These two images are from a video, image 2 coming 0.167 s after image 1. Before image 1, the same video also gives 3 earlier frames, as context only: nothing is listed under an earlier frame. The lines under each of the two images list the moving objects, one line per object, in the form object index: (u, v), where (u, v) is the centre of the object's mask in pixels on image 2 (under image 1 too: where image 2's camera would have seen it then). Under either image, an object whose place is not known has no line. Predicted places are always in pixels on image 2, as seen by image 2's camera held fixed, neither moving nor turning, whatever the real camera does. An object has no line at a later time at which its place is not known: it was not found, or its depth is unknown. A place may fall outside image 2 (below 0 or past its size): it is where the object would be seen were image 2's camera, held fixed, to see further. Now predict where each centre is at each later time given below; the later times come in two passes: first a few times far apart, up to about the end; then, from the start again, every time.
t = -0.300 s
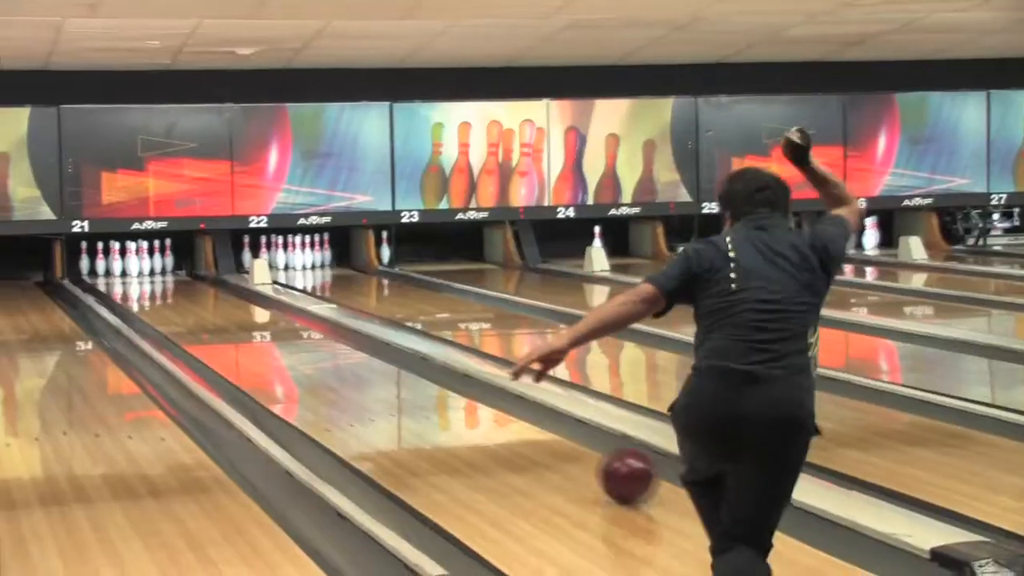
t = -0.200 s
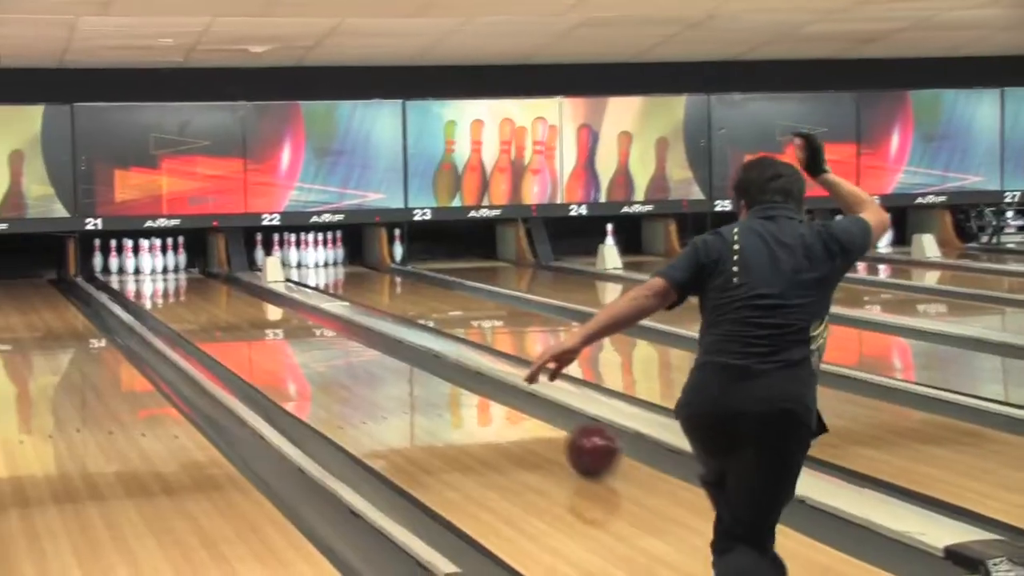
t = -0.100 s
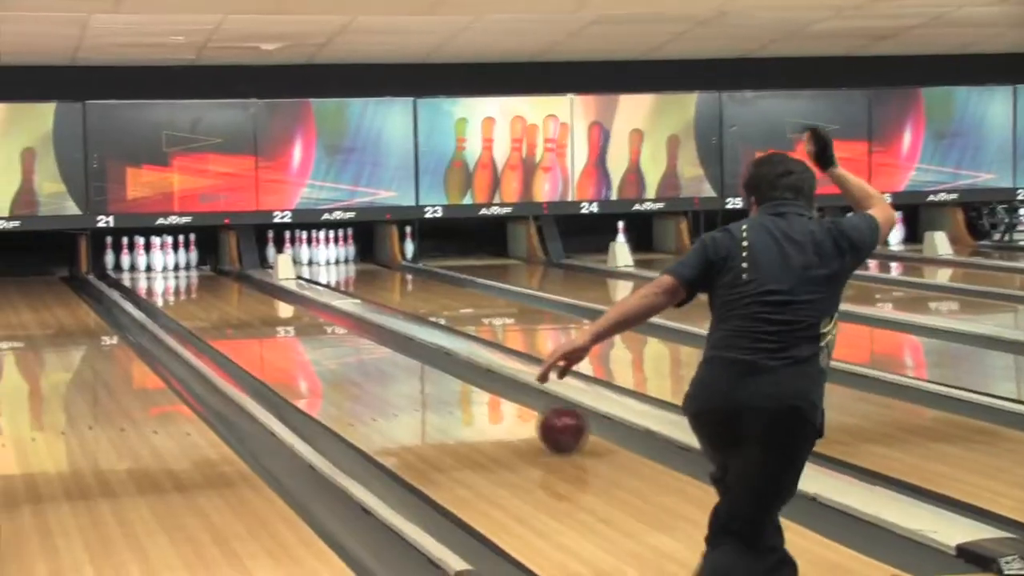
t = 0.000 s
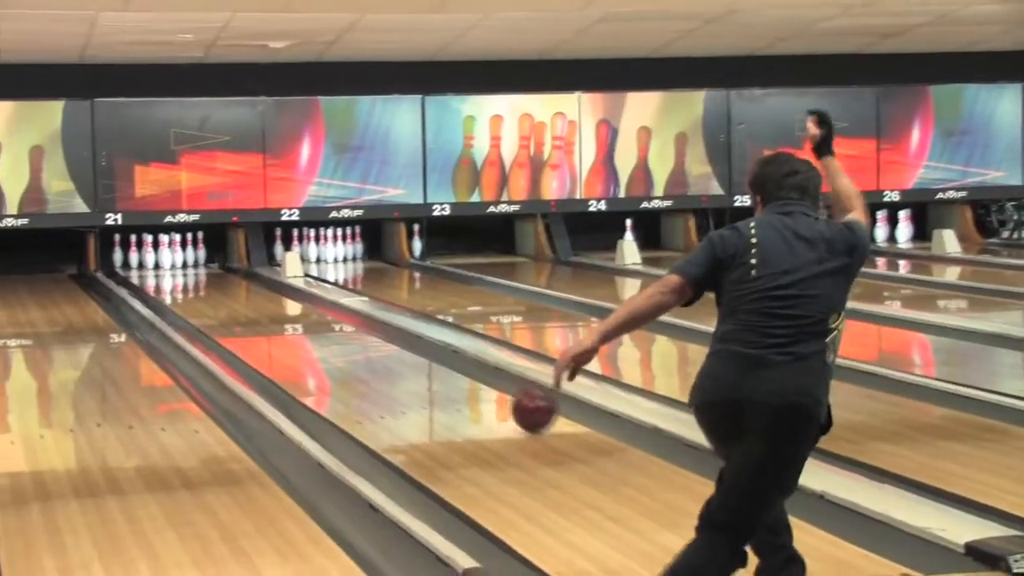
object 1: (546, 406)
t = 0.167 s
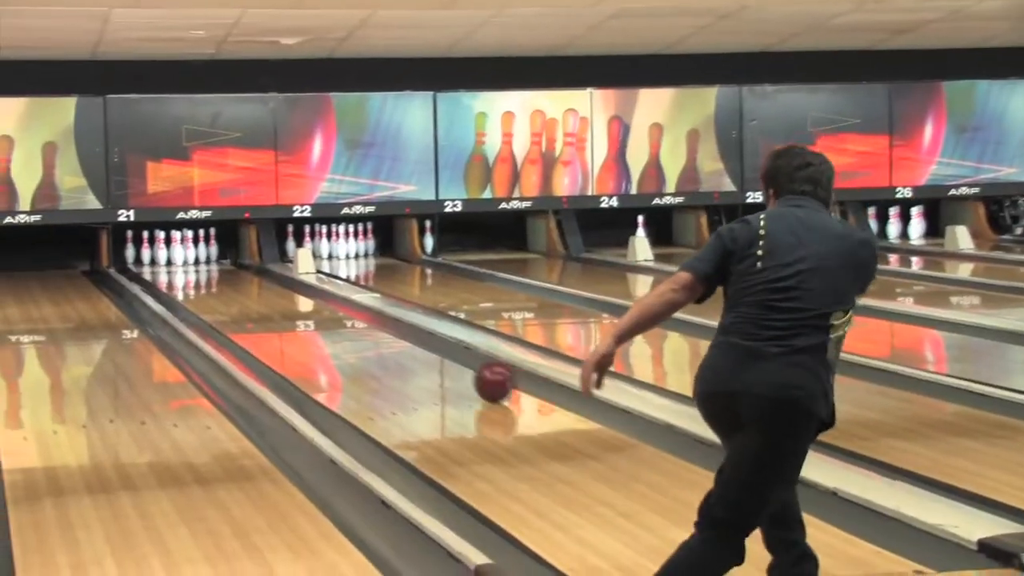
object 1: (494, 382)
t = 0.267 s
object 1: (468, 370)
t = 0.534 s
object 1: (409, 342)
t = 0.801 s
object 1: (364, 320)
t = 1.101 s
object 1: (324, 302)
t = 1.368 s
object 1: (294, 288)
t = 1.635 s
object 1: (267, 277)
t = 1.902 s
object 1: (243, 269)
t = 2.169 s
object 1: (220, 262)
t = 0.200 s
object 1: (485, 378)
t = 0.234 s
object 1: (477, 373)
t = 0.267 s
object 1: (468, 370)
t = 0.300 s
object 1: (459, 366)
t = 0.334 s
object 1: (452, 362)
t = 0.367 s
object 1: (444, 358)
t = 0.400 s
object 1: (437, 355)
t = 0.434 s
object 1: (430, 352)
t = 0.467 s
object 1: (423, 348)
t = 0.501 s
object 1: (416, 345)
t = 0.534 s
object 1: (409, 342)
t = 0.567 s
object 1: (403, 340)
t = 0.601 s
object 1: (396, 338)
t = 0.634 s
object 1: (391, 333)
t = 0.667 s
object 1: (385, 330)
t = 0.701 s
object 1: (379, 328)
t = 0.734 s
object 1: (374, 325)
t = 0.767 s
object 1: (369, 323)
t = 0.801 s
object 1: (364, 320)
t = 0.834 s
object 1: (359, 318)
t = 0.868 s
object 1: (354, 316)
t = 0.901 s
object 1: (350, 313)
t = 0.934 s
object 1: (345, 311)
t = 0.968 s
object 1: (341, 310)
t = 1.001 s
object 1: (336, 308)
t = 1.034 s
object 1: (332, 306)
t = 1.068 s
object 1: (328, 304)
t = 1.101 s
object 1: (324, 302)
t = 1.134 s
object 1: (320, 301)
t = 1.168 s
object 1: (315, 298)
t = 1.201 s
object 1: (312, 297)
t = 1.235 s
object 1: (308, 295)
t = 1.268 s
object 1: (304, 293)
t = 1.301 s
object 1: (301, 291)
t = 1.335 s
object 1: (297, 290)
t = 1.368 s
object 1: (294, 288)
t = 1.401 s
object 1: (290, 287)
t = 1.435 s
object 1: (288, 286)
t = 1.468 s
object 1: (284, 284)
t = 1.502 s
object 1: (280, 283)
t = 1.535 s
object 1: (276, 282)
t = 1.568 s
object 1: (273, 280)
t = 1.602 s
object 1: (270, 279)
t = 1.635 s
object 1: (267, 277)
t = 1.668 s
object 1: (263, 276)
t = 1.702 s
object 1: (260, 276)
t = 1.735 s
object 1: (258, 273)
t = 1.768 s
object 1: (255, 272)
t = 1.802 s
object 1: (252, 271)
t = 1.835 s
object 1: (250, 271)
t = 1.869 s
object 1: (245, 270)
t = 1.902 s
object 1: (243, 269)
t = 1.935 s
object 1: (240, 269)
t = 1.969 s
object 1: (236, 268)
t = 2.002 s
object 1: (233, 267)
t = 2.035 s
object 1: (230, 265)
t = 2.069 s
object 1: (228, 265)
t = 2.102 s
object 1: (226, 263)
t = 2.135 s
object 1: (223, 263)
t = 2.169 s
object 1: (220, 262)
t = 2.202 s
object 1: (216, 262)
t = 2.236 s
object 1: (213, 261)
